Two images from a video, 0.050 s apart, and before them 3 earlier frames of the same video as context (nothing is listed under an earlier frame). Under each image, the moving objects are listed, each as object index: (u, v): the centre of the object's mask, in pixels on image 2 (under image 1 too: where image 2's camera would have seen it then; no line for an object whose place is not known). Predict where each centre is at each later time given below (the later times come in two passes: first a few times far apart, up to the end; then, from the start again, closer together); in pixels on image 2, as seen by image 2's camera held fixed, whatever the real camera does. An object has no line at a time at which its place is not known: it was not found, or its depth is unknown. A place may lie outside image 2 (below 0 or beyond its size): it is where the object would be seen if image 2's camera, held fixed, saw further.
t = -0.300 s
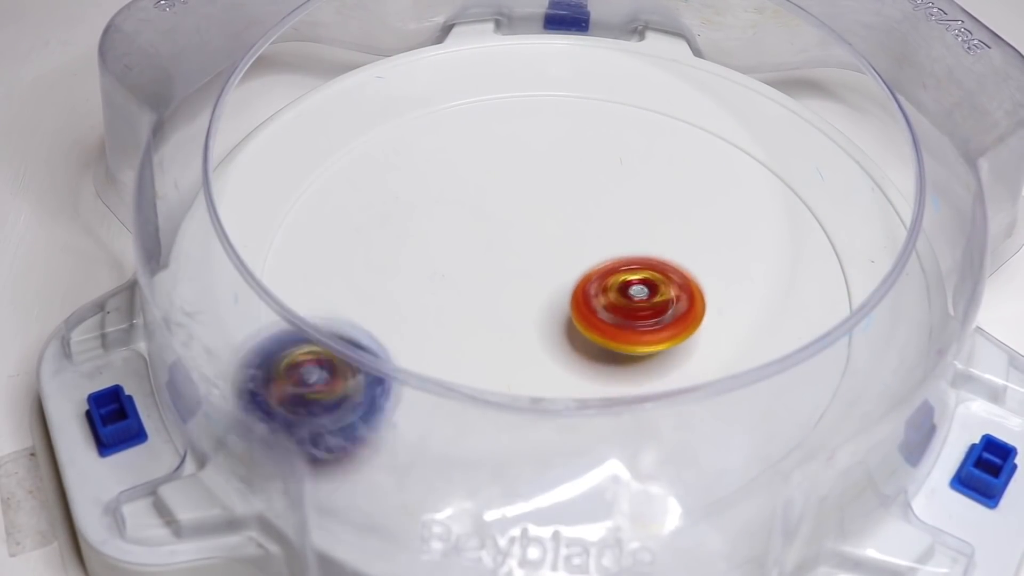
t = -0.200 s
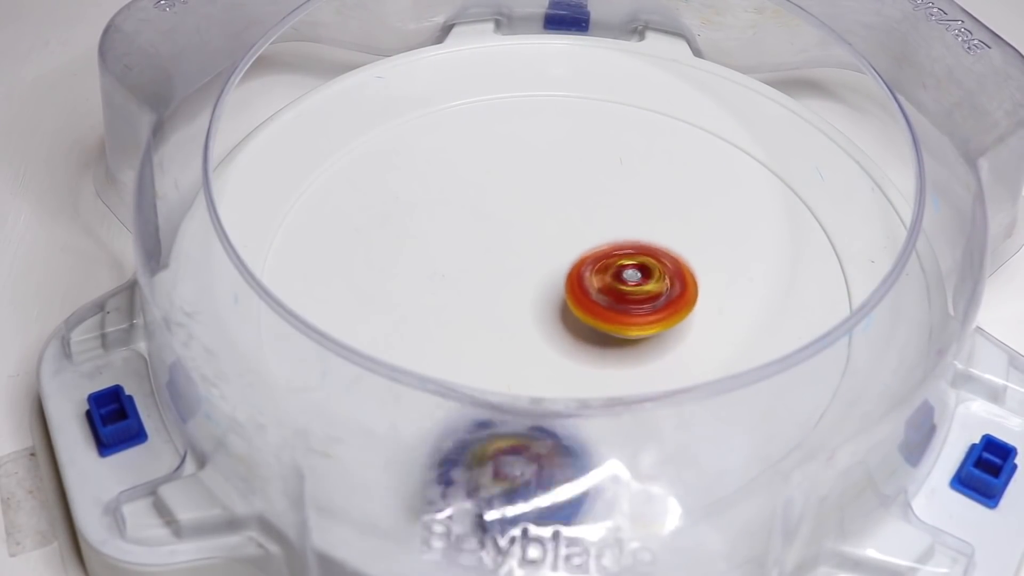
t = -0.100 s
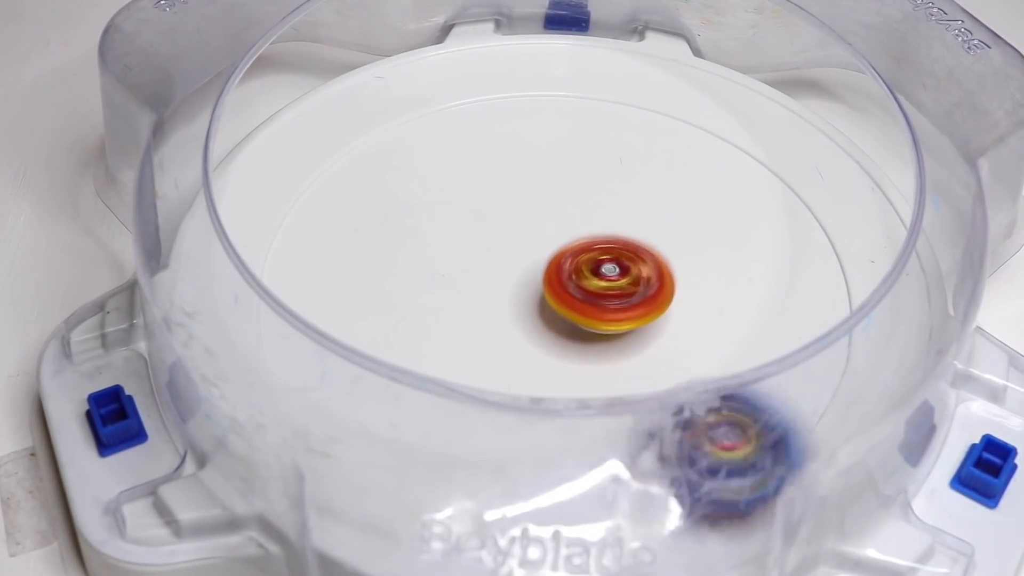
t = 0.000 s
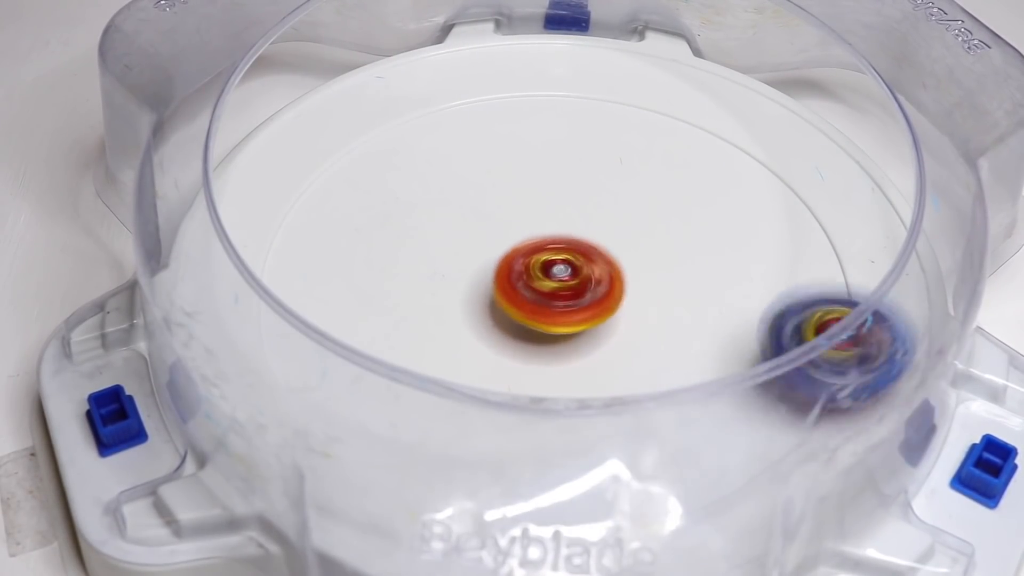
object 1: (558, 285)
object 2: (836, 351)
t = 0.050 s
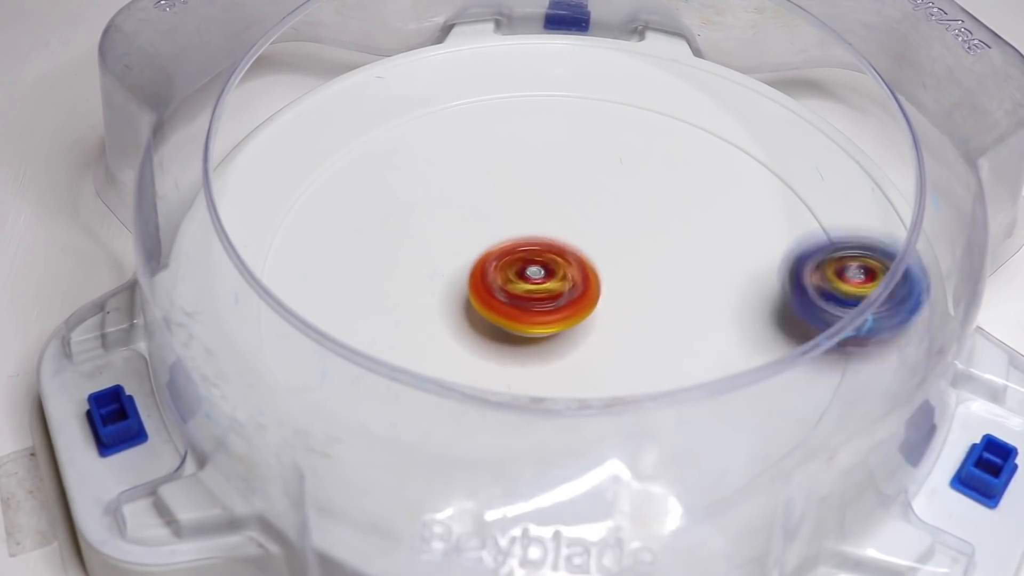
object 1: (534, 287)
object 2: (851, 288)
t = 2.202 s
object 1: (565, 273)
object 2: (780, 237)
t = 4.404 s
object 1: (556, 269)
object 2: (709, 259)
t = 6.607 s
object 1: (552, 276)
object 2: (700, 311)
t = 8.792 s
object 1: (559, 276)
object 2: (644, 351)
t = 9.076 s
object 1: (552, 275)
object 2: (667, 218)
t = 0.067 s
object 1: (527, 288)
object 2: (848, 267)
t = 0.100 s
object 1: (517, 290)
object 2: (840, 231)
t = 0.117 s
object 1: (514, 290)
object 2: (831, 213)
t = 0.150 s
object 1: (509, 291)
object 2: (809, 180)
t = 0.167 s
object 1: (507, 291)
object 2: (795, 165)
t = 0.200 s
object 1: (506, 292)
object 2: (762, 138)
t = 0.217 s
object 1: (507, 293)
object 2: (743, 126)
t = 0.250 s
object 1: (513, 294)
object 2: (702, 105)
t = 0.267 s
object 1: (516, 295)
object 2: (680, 98)
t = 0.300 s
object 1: (524, 295)
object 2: (634, 86)
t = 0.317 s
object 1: (528, 296)
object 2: (611, 83)
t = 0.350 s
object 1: (539, 297)
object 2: (562, 81)
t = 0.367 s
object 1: (544, 298)
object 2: (539, 81)
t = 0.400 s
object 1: (552, 299)
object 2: (492, 85)
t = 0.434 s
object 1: (557, 300)
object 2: (448, 97)
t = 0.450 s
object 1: (559, 300)
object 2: (427, 106)
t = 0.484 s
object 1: (561, 299)
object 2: (388, 125)
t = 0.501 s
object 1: (561, 297)
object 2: (372, 134)
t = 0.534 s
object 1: (559, 293)
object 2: (343, 161)
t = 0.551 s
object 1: (556, 291)
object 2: (330, 176)
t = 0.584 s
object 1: (551, 287)
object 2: (312, 205)
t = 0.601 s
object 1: (548, 284)
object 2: (304, 222)
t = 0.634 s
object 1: (540, 278)
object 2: (296, 257)
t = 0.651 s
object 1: (535, 275)
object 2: (295, 278)
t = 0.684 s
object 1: (525, 270)
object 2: (302, 320)
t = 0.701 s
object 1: (521, 268)
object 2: (309, 340)
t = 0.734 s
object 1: (512, 263)
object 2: (335, 382)
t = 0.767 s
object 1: (504, 260)
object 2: (373, 415)
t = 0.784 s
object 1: (502, 259)
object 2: (396, 430)
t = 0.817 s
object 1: (500, 258)
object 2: (446, 458)
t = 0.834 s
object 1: (499, 257)
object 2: (476, 468)
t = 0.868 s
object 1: (498, 257)
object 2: (544, 476)
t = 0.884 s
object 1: (499, 257)
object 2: (570, 473)
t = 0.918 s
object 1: (502, 258)
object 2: (648, 456)
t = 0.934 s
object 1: (505, 258)
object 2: (679, 457)
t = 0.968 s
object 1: (508, 259)
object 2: (728, 450)
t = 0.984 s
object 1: (510, 261)
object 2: (746, 439)
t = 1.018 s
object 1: (516, 263)
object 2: (781, 398)
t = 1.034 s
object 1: (519, 264)
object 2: (791, 378)
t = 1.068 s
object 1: (523, 266)
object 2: (808, 340)
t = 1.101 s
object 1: (527, 270)
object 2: (805, 295)
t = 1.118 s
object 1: (530, 271)
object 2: (811, 280)
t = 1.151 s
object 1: (534, 274)
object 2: (807, 246)
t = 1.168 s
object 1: (536, 276)
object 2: (799, 228)
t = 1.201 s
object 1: (540, 279)
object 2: (778, 197)
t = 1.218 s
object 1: (542, 280)
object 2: (765, 183)
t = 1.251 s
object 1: (544, 280)
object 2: (733, 156)
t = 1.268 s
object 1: (544, 281)
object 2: (716, 145)
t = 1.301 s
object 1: (544, 280)
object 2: (679, 125)
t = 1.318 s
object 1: (545, 278)
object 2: (658, 116)
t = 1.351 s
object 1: (546, 274)
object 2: (616, 101)
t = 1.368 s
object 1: (548, 273)
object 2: (595, 97)
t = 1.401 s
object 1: (553, 269)
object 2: (551, 93)
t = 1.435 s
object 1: (556, 264)
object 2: (509, 94)
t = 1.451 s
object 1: (557, 262)
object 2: (488, 96)
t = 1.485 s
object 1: (560, 259)
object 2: (449, 104)
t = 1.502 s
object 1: (561, 257)
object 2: (431, 110)
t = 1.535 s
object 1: (563, 254)
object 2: (399, 126)
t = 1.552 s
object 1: (563, 253)
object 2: (385, 134)
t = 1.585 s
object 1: (565, 251)
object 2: (358, 155)
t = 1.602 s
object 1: (565, 249)
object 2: (347, 166)
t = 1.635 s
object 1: (564, 248)
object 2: (331, 192)
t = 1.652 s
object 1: (564, 248)
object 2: (325, 208)
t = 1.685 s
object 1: (563, 246)
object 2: (316, 240)
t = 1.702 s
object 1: (562, 246)
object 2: (319, 258)
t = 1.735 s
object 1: (560, 246)
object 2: (324, 293)
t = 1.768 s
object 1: (559, 247)
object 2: (339, 335)
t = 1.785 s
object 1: (557, 247)
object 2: (357, 350)
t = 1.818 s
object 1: (555, 250)
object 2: (387, 387)
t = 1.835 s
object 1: (555, 251)
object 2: (407, 402)
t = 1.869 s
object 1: (555, 253)
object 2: (456, 424)
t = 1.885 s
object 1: (554, 254)
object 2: (484, 437)
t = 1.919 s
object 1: (555, 258)
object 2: (540, 439)
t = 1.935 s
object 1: (556, 259)
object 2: (568, 446)
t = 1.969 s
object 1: (556, 261)
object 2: (629, 430)
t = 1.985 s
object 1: (557, 263)
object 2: (659, 424)
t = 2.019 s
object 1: (560, 265)
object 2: (708, 403)
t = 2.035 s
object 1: (560, 265)
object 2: (724, 394)
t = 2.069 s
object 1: (561, 267)
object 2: (754, 362)
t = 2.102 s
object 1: (563, 268)
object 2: (763, 321)
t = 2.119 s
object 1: (563, 268)
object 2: (775, 309)
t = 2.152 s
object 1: (563, 270)
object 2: (787, 283)
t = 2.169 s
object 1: (564, 271)
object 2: (787, 266)
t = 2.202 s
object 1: (565, 273)
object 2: (780, 237)
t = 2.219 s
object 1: (565, 274)
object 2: (774, 223)
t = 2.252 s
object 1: (568, 276)
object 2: (756, 198)
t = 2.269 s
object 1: (569, 276)
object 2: (745, 186)
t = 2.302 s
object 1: (572, 278)
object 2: (722, 164)
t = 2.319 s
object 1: (574, 279)
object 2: (707, 155)
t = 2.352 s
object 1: (577, 280)
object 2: (672, 137)
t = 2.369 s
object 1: (578, 280)
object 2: (655, 130)
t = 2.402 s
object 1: (582, 282)
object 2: (616, 117)
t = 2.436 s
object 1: (584, 282)
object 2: (575, 111)
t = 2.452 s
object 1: (584, 283)
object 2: (556, 109)
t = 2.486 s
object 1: (586, 283)
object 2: (515, 111)
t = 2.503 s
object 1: (586, 283)
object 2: (496, 114)
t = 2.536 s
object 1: (585, 284)
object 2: (461, 123)
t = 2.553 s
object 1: (585, 285)
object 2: (445, 130)
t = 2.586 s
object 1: (582, 285)
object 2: (415, 146)
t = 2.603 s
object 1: (580, 286)
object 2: (401, 155)
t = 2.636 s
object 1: (579, 288)
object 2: (380, 177)
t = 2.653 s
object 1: (577, 288)
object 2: (371, 189)
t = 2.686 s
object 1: (573, 290)
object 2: (359, 214)
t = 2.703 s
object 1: (572, 291)
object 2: (355, 228)
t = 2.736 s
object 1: (569, 291)
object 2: (356, 256)
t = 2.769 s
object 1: (567, 293)
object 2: (361, 286)
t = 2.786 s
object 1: (566, 292)
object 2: (372, 298)
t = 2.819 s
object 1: (562, 293)
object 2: (386, 339)
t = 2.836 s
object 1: (562, 294)
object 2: (399, 353)
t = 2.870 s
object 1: (560, 293)
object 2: (432, 384)
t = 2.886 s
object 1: (559, 293)
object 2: (448, 396)
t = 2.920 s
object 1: (558, 292)
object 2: (494, 421)
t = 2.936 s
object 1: (557, 292)
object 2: (517, 429)
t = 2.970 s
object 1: (554, 290)
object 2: (569, 431)
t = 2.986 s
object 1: (554, 290)
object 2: (591, 426)
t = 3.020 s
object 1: (552, 287)
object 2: (653, 419)
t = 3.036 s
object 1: (551, 286)
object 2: (674, 414)
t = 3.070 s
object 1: (550, 283)
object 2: (719, 399)
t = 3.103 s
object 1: (546, 281)
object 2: (745, 370)
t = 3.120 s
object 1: (545, 280)
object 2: (757, 352)
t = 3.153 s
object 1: (543, 277)
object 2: (767, 318)
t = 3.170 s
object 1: (541, 277)
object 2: (774, 305)
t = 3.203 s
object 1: (540, 276)
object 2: (780, 281)
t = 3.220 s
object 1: (539, 276)
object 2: (779, 269)
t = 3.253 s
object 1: (539, 276)
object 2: (770, 241)
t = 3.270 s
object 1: (540, 276)
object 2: (762, 229)
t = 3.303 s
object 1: (539, 275)
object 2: (745, 209)
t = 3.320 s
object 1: (541, 276)
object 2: (735, 198)
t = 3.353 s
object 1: (543, 274)
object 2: (710, 181)
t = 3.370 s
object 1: (543, 274)
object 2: (698, 174)
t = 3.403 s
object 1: (546, 274)
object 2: (669, 161)
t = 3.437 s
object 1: (547, 274)
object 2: (639, 152)
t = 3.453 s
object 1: (548, 274)
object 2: (624, 148)
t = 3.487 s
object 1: (550, 273)
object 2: (591, 144)
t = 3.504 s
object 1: (549, 274)
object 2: (576, 143)
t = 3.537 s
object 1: (551, 273)
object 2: (544, 142)
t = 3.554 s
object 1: (551, 273)
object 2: (527, 144)
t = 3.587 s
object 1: (551, 274)
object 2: (498, 149)
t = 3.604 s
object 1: (551, 273)
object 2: (482, 153)
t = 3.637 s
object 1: (549, 273)
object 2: (454, 164)
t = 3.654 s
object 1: (549, 274)
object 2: (442, 170)
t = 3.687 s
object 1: (548, 273)
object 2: (416, 185)
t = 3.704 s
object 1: (547, 274)
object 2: (406, 194)
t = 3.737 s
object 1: (547, 274)
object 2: (389, 212)
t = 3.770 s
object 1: (546, 275)
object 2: (377, 234)
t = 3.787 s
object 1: (546, 275)
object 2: (374, 245)
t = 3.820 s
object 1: (545, 275)
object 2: (370, 267)
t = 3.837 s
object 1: (546, 276)
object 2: (370, 279)
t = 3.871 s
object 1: (546, 275)
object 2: (378, 298)
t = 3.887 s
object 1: (546, 276)
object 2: (384, 306)
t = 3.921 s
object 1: (549, 276)
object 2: (395, 336)
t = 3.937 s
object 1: (549, 276)
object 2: (404, 345)
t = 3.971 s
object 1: (551, 277)
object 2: (426, 362)
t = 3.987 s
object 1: (552, 276)
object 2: (438, 370)
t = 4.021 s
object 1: (553, 277)
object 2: (463, 384)
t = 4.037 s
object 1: (554, 276)
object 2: (483, 390)
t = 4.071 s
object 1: (555, 275)
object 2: (514, 396)
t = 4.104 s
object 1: (557, 274)
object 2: (553, 394)
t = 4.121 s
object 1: (557, 273)
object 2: (568, 395)
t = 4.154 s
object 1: (558, 273)
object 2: (598, 389)
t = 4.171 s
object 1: (558, 272)
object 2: (609, 380)
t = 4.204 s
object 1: (558, 271)
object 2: (639, 358)
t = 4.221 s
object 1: (559, 271)
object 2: (652, 353)
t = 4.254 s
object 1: (558, 270)
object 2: (676, 343)
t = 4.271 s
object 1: (559, 270)
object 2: (685, 337)
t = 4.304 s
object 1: (558, 269)
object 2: (700, 322)
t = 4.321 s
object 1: (558, 269)
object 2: (704, 313)
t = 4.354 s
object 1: (557, 268)
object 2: (711, 292)
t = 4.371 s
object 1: (556, 269)
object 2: (711, 280)
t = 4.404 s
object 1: (556, 269)
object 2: (709, 259)
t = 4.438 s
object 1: (554, 270)
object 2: (699, 239)
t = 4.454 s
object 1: (555, 270)
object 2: (695, 229)
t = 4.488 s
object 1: (552, 271)
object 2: (680, 210)
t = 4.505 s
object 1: (553, 271)
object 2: (671, 202)
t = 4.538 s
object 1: (551, 272)
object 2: (652, 186)
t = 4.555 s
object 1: (551, 274)
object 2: (641, 180)
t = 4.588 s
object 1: (551, 274)
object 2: (619, 169)
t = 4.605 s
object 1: (550, 276)
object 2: (605, 164)
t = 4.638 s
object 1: (552, 277)
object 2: (580, 161)
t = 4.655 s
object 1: (551, 277)
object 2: (566, 156)
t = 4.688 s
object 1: (553, 278)
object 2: (539, 154)
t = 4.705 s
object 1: (553, 279)
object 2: (526, 155)
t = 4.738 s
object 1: (555, 280)
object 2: (499, 160)
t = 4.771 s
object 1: (555, 280)
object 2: (474, 164)
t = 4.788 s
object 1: (557, 281)
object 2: (462, 169)
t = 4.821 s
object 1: (557, 281)
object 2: (441, 180)
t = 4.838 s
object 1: (558, 281)
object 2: (430, 186)
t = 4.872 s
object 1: (560, 281)
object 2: (414, 202)
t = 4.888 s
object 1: (560, 281)
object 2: (406, 211)
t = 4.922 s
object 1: (561, 280)
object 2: (396, 230)
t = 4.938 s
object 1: (561, 280)
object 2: (393, 240)
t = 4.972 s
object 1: (563, 280)
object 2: (389, 262)
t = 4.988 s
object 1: (562, 280)
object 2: (391, 273)
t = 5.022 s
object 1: (562, 280)
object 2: (396, 295)
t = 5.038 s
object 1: (561, 279)
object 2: (402, 304)
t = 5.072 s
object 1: (561, 279)
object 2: (420, 320)
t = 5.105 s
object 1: (559, 279)
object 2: (438, 344)
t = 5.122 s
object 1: (559, 279)
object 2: (455, 340)
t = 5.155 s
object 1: (557, 278)
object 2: (476, 363)
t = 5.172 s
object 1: (557, 278)
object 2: (493, 367)
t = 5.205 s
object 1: (555, 276)
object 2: (525, 360)
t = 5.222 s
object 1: (554, 276)
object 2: (539, 363)
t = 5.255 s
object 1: (552, 276)
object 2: (571, 378)
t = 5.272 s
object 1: (551, 278)
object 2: (586, 379)
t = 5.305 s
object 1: (551, 277)
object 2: (615, 360)
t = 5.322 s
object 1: (549, 278)
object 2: (629, 357)
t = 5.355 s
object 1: (550, 278)
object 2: (655, 349)
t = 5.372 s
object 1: (548, 278)
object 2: (668, 344)
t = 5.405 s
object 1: (549, 278)
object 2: (687, 334)
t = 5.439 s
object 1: (549, 280)
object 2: (702, 320)
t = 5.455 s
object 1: (549, 279)
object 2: (708, 312)
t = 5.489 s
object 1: (548, 281)
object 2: (715, 291)
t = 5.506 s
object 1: (549, 280)
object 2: (716, 281)
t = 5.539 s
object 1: (548, 281)
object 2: (716, 260)
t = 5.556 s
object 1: (549, 281)
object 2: (712, 251)
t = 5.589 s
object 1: (548, 282)
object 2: (704, 231)
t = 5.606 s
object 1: (550, 281)
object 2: (698, 222)
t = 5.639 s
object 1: (549, 282)
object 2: (683, 205)
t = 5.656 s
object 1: (551, 282)
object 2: (673, 198)
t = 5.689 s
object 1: (550, 282)
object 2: (653, 184)
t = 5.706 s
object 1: (552, 282)
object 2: (642, 179)
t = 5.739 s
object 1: (551, 282)
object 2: (618, 169)
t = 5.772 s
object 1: (553, 280)
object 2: (592, 164)
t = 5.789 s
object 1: (552, 281)
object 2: (578, 162)
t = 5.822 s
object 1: (554, 280)
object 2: (551, 161)
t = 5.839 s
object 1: (554, 280)
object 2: (537, 162)
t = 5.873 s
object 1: (556, 279)
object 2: (510, 166)
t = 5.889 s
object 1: (555, 279)
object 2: (498, 169)
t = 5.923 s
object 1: (557, 277)
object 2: (473, 178)
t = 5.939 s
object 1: (556, 278)
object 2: (462, 184)
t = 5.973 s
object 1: (557, 276)
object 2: (441, 197)
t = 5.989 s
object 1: (556, 276)
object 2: (432, 205)
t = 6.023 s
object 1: (557, 274)
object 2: (416, 222)
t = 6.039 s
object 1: (556, 274)
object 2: (410, 231)
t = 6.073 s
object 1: (556, 273)
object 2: (401, 250)
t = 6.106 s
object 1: (556, 273)
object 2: (397, 271)
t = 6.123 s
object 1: (556, 271)
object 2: (398, 282)
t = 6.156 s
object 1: (555, 271)
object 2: (403, 301)
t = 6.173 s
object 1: (555, 271)
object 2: (409, 309)
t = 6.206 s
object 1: (554, 271)
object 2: (424, 324)
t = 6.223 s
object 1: (553, 270)
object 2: (429, 341)
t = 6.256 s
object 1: (553, 271)
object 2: (448, 357)
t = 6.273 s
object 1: (552, 271)
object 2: (458, 364)
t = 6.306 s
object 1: (552, 271)
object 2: (484, 376)
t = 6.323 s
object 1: (551, 271)
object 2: (500, 381)
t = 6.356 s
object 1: (551, 271)
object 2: (531, 378)
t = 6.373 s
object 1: (551, 271)
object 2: (547, 380)
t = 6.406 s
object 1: (551, 272)
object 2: (576, 383)
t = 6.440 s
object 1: (550, 274)
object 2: (602, 377)
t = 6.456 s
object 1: (551, 273)
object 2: (616, 361)
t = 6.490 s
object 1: (550, 275)
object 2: (642, 354)
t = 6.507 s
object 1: (551, 275)
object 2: (654, 350)
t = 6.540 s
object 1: (551, 276)
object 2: (675, 340)
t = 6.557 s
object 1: (551, 276)
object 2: (684, 336)
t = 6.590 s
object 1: (552, 277)
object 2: (696, 320)
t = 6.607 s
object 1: (552, 276)
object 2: (700, 311)
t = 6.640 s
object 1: (553, 278)
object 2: (704, 290)
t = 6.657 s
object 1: (553, 277)
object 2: (705, 280)
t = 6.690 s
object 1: (554, 279)
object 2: (700, 260)
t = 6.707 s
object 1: (554, 279)
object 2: (697, 250)
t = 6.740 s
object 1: (555, 280)
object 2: (687, 231)
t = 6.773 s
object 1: (555, 281)
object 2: (671, 213)
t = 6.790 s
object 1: (556, 281)
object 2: (663, 206)
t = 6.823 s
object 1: (557, 282)
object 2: (643, 192)
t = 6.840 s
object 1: (557, 281)
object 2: (632, 187)
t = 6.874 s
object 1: (557, 282)
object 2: (608, 176)
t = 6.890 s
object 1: (557, 282)
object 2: (597, 174)
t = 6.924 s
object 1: (558, 282)
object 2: (572, 170)
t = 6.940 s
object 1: (558, 281)
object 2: (560, 166)
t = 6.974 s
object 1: (559, 282)
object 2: (534, 165)
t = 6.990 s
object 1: (558, 281)
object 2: (522, 166)
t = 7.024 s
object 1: (559, 281)
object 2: (497, 169)
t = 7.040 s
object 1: (558, 281)
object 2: (485, 172)
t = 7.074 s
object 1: (560, 280)
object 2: (464, 182)
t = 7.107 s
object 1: (560, 280)
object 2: (443, 191)
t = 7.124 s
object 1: (559, 279)
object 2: (435, 197)
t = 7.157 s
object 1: (560, 279)
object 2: (420, 211)
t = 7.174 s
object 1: (559, 278)
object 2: (414, 219)
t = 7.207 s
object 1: (559, 278)
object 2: (404, 237)
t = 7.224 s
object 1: (558, 277)
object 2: (400, 245)
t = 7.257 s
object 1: (558, 276)
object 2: (398, 266)
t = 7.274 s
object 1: (557, 277)
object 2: (398, 275)
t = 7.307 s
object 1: (557, 275)
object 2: (405, 296)
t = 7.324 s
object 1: (557, 276)
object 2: (409, 304)
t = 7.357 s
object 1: (555, 275)
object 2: (426, 319)
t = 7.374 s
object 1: (555, 275)
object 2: (435, 326)
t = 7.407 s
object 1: (554, 274)
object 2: (458, 339)
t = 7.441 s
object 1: (554, 272)
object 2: (477, 362)
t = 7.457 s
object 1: (554, 272)
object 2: (491, 368)
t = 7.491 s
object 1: (552, 270)
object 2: (525, 357)
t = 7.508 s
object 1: (553, 271)
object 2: (534, 377)
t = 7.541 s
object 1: (550, 272)
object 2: (564, 361)
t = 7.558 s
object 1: (551, 271)
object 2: (579, 361)
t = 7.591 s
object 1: (549, 273)
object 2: (607, 358)
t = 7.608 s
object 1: (549, 271)
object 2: (620, 355)
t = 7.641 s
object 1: (549, 273)
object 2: (645, 348)
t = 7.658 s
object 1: (548, 272)
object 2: (656, 343)
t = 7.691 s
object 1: (548, 272)
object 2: (674, 332)
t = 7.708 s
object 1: (547, 272)
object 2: (683, 325)
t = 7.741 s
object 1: (547, 271)
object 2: (694, 308)
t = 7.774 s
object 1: (547, 272)
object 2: (700, 291)
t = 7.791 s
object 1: (547, 271)
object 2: (701, 280)
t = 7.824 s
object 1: (548, 271)
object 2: (701, 263)
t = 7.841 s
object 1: (547, 271)
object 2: (698, 253)
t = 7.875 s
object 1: (549, 271)
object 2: (691, 234)
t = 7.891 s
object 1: (548, 272)
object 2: (684, 226)
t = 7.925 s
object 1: (550, 271)
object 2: (672, 210)
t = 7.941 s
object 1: (551, 272)
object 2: (665, 204)
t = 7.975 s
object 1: (551, 273)
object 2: (645, 190)
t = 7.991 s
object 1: (552, 273)
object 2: (637, 186)
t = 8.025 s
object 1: (552, 274)
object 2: (616, 177)
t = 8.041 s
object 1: (553, 274)
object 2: (605, 172)
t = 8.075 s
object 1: (554, 276)
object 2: (580, 168)
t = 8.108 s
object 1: (553, 277)
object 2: (557, 166)
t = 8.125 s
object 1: (554, 277)
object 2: (544, 167)
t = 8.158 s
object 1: (554, 278)
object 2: (518, 170)
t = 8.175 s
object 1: (554, 278)
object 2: (506, 172)
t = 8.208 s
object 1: (554, 279)
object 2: (485, 180)
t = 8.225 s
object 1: (553, 279)
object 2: (473, 184)
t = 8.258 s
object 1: (554, 280)
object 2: (453, 196)
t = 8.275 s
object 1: (554, 281)
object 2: (445, 203)
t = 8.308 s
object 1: (555, 280)
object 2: (430, 218)
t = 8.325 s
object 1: (556, 281)
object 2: (425, 226)
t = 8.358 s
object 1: (555, 281)
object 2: (415, 245)
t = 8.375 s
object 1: (557, 281)
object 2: (413, 254)
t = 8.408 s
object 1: (557, 281)
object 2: (411, 273)
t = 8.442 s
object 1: (557, 281)
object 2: (413, 292)
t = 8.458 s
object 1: (558, 280)
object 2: (417, 302)
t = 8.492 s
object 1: (559, 281)
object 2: (429, 317)
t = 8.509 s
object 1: (559, 280)
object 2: (436, 322)
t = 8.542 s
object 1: (560, 279)
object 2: (455, 336)
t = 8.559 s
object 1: (560, 278)
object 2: (465, 341)
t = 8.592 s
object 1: (561, 277)
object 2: (481, 364)
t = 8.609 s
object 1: (560, 277)
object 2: (501, 354)
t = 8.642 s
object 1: (560, 276)
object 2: (524, 371)
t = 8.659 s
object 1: (560, 276)
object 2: (537, 380)
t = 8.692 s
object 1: (559, 276)
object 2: (567, 376)
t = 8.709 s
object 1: (559, 276)
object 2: (580, 376)
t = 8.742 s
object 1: (559, 277)
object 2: (606, 361)
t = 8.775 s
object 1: (558, 277)
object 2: (632, 356)
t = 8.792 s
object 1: (559, 276)
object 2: (644, 351)
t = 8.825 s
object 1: (559, 276)
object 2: (664, 342)
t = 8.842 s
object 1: (558, 276)
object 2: (672, 338)
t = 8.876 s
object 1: (559, 276)
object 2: (686, 324)
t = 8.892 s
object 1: (557, 277)
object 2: (691, 317)
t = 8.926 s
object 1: (557, 275)
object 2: (698, 298)
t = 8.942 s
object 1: (557, 276)
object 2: (698, 288)
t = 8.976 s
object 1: (555, 276)
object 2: (697, 271)
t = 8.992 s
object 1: (556, 275)
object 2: (694, 261)
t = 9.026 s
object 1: (555, 275)
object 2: (685, 243)
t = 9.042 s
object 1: (554, 274)
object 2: (681, 235)
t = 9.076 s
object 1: (552, 275)
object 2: (667, 218)
